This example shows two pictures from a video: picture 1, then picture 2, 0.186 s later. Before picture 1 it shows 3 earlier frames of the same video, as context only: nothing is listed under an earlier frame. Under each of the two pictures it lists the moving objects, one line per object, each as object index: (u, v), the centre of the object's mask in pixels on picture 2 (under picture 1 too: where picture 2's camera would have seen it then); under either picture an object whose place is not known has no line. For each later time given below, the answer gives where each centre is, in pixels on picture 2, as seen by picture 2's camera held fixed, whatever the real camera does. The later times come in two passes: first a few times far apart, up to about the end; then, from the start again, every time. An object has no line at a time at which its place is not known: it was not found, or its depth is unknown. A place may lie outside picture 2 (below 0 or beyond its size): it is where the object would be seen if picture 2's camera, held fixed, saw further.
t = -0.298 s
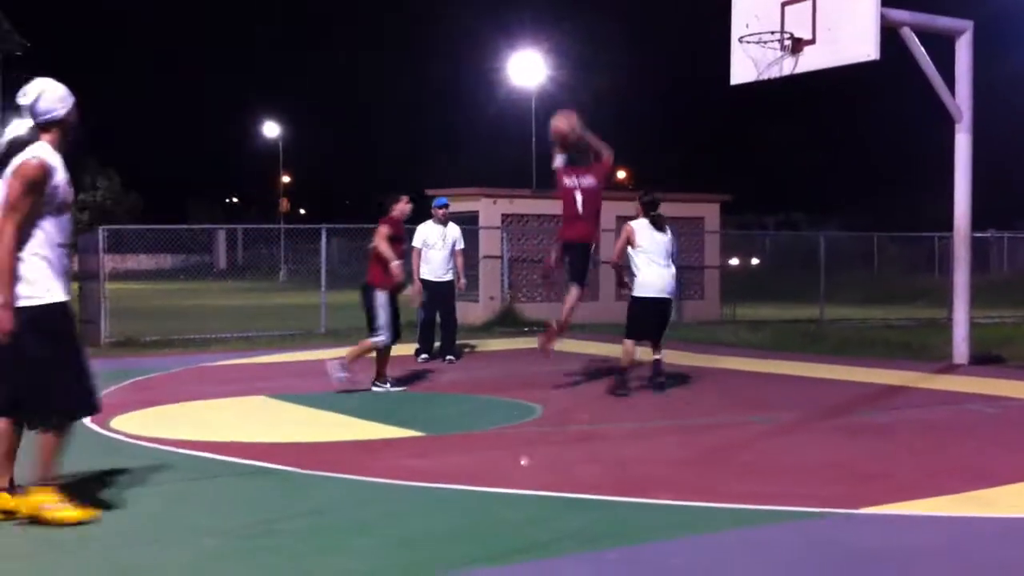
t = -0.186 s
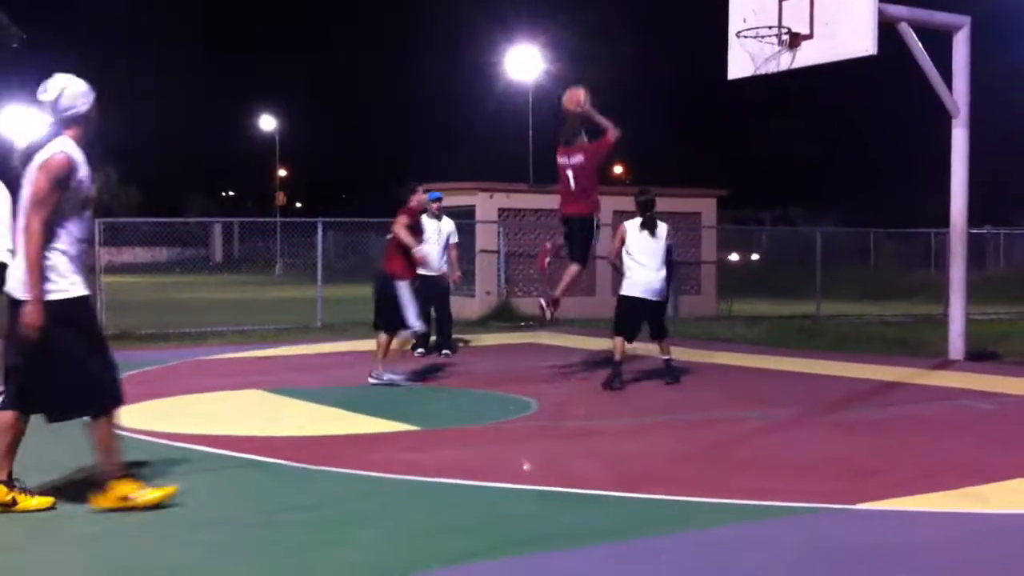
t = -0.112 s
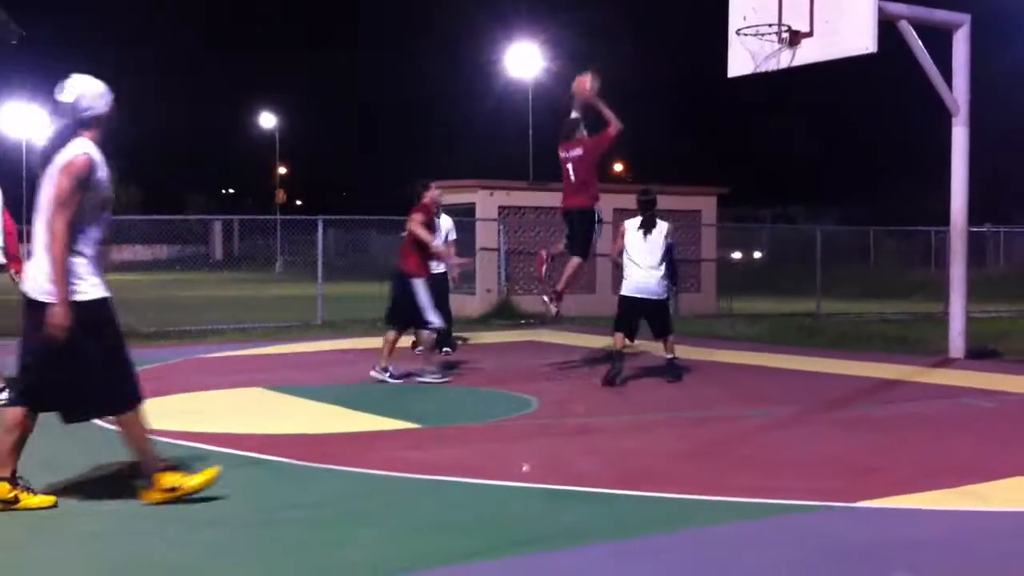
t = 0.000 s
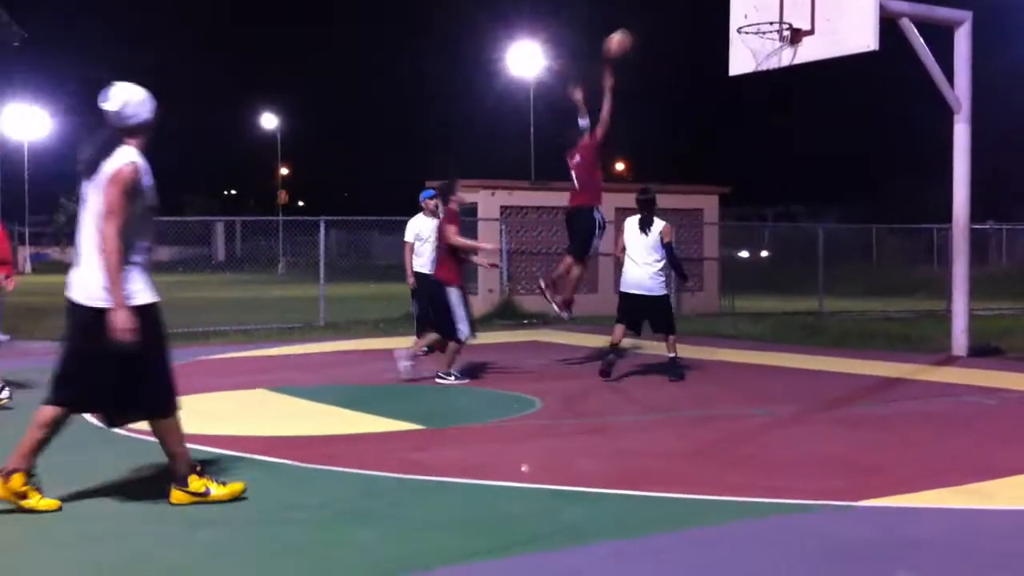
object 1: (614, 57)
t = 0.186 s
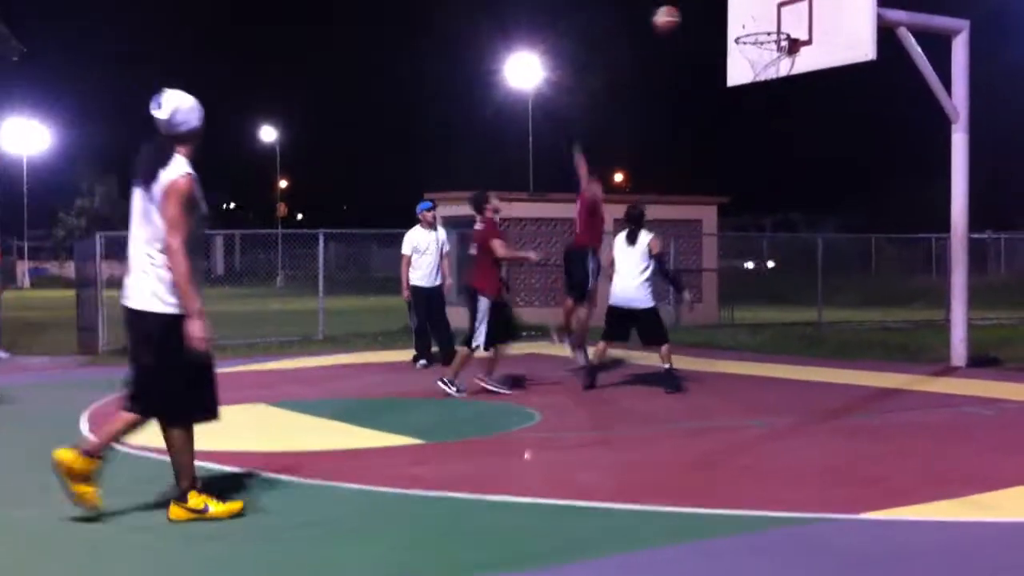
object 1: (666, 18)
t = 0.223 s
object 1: (675, 14)
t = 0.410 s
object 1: (733, 25)
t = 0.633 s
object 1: (777, 62)
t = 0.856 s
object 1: (774, 76)
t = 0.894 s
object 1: (773, 86)
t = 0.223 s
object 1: (675, 14)
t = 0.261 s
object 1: (684, 13)
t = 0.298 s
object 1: (708, 11)
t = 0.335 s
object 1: (717, 14)
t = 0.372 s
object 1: (722, 19)
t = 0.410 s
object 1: (733, 25)
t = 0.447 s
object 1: (744, 30)
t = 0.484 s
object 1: (753, 33)
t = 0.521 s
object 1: (762, 39)
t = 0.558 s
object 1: (770, 49)
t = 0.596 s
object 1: (773, 59)
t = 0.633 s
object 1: (777, 62)
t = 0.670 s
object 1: (779, 61)
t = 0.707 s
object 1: (777, 62)
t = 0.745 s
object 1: (777, 63)
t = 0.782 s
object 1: (779, 73)
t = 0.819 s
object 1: (777, 76)
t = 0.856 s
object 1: (774, 76)
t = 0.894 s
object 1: (773, 86)
